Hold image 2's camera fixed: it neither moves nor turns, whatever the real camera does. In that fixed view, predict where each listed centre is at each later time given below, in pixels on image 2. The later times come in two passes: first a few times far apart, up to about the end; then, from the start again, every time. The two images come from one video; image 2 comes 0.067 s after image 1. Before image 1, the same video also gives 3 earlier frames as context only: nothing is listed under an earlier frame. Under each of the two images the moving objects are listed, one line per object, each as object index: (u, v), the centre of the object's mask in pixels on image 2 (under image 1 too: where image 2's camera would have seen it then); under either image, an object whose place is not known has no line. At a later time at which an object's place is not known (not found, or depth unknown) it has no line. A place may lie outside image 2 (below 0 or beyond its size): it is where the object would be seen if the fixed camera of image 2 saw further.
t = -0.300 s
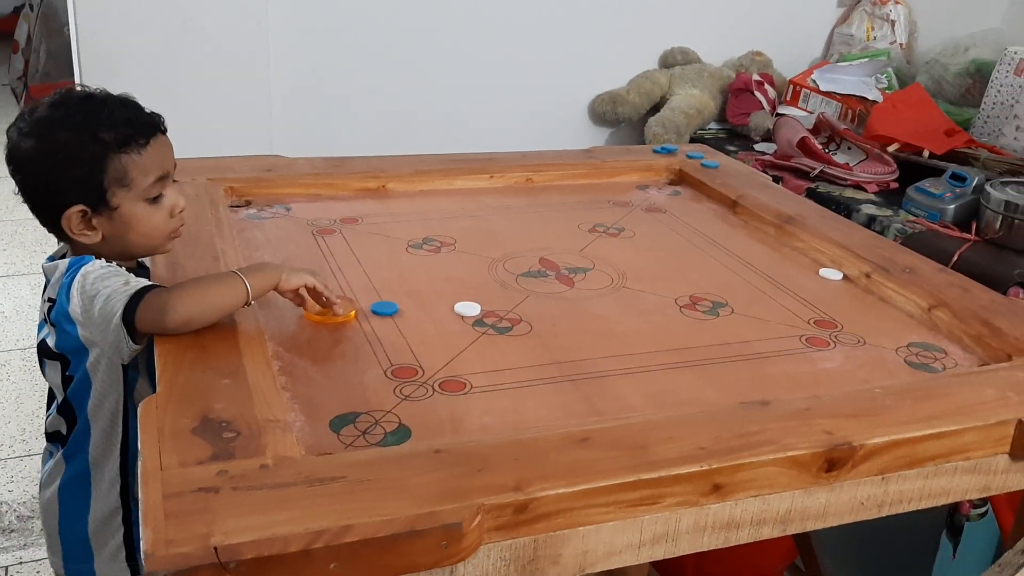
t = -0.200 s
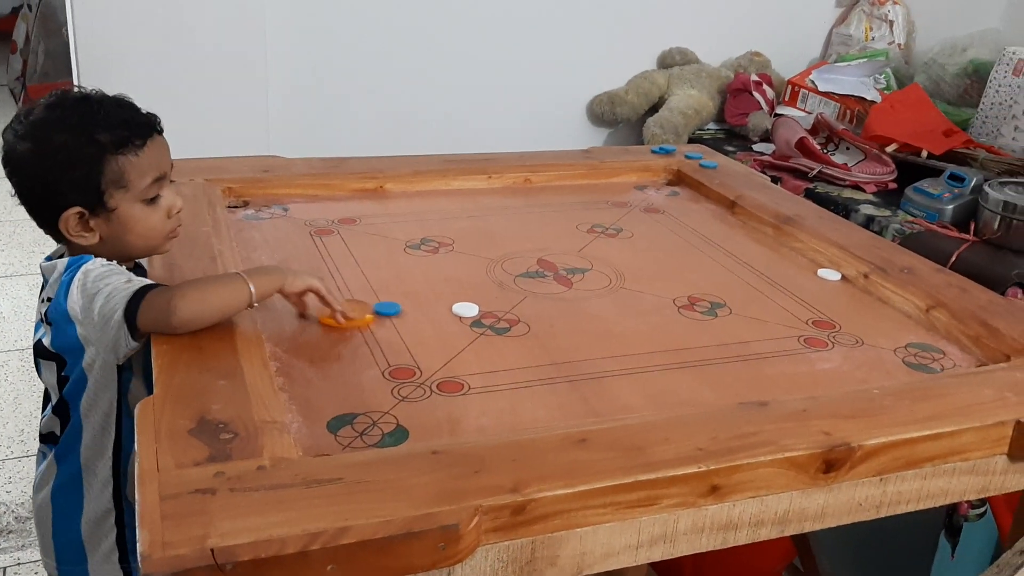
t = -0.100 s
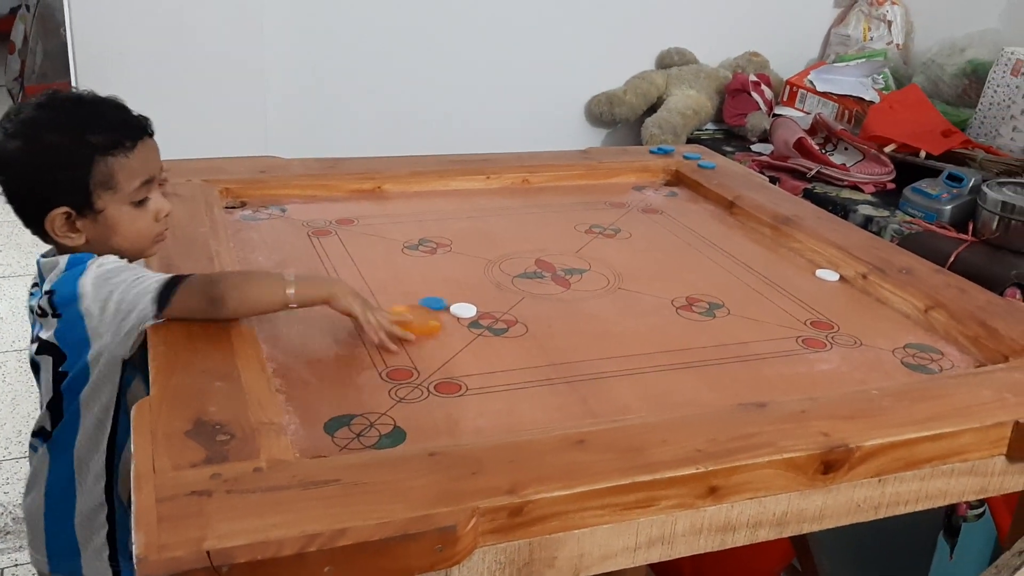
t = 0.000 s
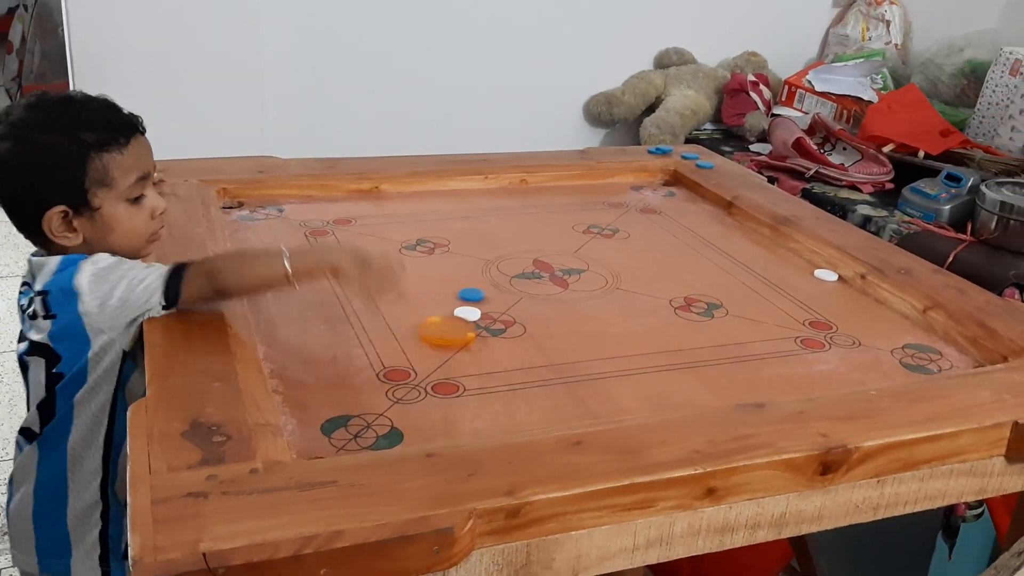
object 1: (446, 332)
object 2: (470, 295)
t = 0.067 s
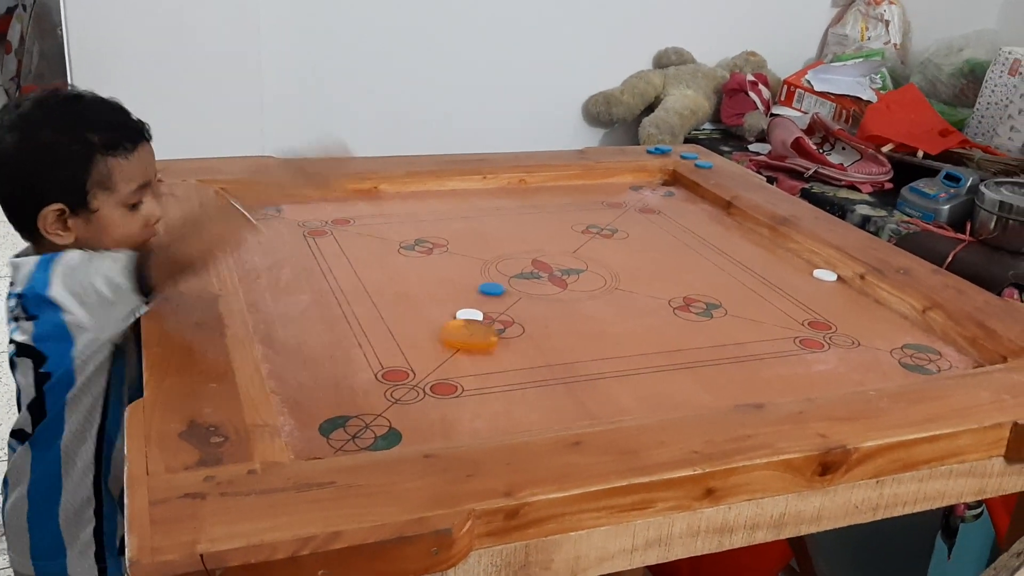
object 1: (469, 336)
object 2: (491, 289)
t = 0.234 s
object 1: (522, 346)
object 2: (536, 277)
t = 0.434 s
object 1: (578, 358)
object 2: (573, 268)
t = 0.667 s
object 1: (634, 374)
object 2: (598, 262)
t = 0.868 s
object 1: (674, 389)
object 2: (604, 262)
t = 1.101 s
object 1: (707, 397)
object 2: (604, 261)
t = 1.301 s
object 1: (715, 392)
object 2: (604, 262)
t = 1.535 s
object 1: (718, 392)
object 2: (604, 261)
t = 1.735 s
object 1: (718, 392)
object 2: (605, 261)
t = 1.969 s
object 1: (717, 392)
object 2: (604, 261)
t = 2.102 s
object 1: (718, 392)
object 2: (605, 261)
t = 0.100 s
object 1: (481, 338)
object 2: (502, 286)
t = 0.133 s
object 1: (490, 340)
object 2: (510, 284)
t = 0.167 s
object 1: (503, 341)
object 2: (519, 281)
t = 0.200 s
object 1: (512, 343)
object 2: (528, 279)
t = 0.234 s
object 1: (522, 346)
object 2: (536, 277)
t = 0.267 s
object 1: (532, 348)
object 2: (544, 275)
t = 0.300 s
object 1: (542, 350)
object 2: (550, 273)
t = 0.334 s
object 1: (551, 352)
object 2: (557, 271)
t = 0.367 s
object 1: (559, 354)
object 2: (563, 270)
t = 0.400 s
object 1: (569, 356)
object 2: (568, 269)
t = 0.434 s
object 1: (578, 358)
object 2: (573, 268)
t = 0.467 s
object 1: (587, 361)
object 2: (578, 266)
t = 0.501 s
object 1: (595, 363)
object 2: (582, 265)
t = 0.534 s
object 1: (604, 365)
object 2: (587, 264)
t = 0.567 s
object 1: (612, 367)
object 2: (590, 263)
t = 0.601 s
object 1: (619, 370)
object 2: (593, 263)
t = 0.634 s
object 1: (627, 372)
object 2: (596, 263)
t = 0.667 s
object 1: (634, 374)
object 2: (598, 262)
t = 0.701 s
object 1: (641, 377)
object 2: (601, 262)
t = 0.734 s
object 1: (648, 379)
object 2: (602, 262)
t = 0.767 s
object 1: (653, 381)
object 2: (603, 262)
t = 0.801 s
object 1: (661, 385)
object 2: (604, 262)
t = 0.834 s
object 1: (668, 387)
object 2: (604, 261)
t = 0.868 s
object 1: (674, 389)
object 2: (604, 262)
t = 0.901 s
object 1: (679, 390)
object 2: (604, 262)
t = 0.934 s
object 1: (684, 391)
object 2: (604, 261)
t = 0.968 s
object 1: (690, 393)
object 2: (605, 261)
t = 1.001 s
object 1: (695, 395)
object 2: (605, 262)
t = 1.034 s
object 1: (700, 396)
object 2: (605, 261)
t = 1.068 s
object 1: (704, 397)
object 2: (605, 261)
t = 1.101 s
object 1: (707, 397)
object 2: (604, 261)
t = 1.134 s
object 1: (709, 396)
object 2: (605, 261)
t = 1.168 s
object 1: (710, 395)
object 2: (605, 261)
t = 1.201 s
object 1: (713, 394)
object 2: (604, 262)
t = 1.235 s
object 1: (713, 393)
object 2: (604, 261)
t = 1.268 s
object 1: (715, 393)
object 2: (604, 262)
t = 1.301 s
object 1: (715, 392)
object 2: (604, 262)
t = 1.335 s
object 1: (717, 392)
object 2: (605, 261)
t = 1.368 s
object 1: (717, 392)
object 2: (604, 261)
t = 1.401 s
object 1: (717, 392)
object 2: (605, 261)
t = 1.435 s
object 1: (717, 392)
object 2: (605, 261)
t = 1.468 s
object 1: (718, 392)
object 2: (605, 261)
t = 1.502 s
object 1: (717, 392)
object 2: (604, 261)
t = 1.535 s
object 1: (718, 392)
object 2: (604, 261)
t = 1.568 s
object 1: (718, 392)
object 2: (604, 261)
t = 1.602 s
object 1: (718, 392)
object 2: (605, 261)
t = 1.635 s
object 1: (718, 392)
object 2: (604, 261)
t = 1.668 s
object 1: (718, 392)
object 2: (604, 261)
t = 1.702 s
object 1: (717, 392)
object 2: (605, 261)
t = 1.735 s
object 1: (718, 392)
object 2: (605, 261)
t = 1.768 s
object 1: (718, 392)
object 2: (604, 261)
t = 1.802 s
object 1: (718, 392)
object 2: (605, 261)
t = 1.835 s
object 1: (718, 392)
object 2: (604, 261)
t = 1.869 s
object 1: (718, 392)
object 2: (605, 261)
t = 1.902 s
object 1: (718, 392)
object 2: (604, 261)
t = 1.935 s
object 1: (718, 392)
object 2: (605, 261)
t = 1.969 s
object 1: (717, 392)
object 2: (604, 261)
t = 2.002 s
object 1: (717, 392)
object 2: (604, 261)
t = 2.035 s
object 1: (718, 392)
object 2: (605, 261)
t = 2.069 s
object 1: (718, 392)
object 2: (605, 261)
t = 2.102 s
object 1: (718, 392)
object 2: (605, 261)
